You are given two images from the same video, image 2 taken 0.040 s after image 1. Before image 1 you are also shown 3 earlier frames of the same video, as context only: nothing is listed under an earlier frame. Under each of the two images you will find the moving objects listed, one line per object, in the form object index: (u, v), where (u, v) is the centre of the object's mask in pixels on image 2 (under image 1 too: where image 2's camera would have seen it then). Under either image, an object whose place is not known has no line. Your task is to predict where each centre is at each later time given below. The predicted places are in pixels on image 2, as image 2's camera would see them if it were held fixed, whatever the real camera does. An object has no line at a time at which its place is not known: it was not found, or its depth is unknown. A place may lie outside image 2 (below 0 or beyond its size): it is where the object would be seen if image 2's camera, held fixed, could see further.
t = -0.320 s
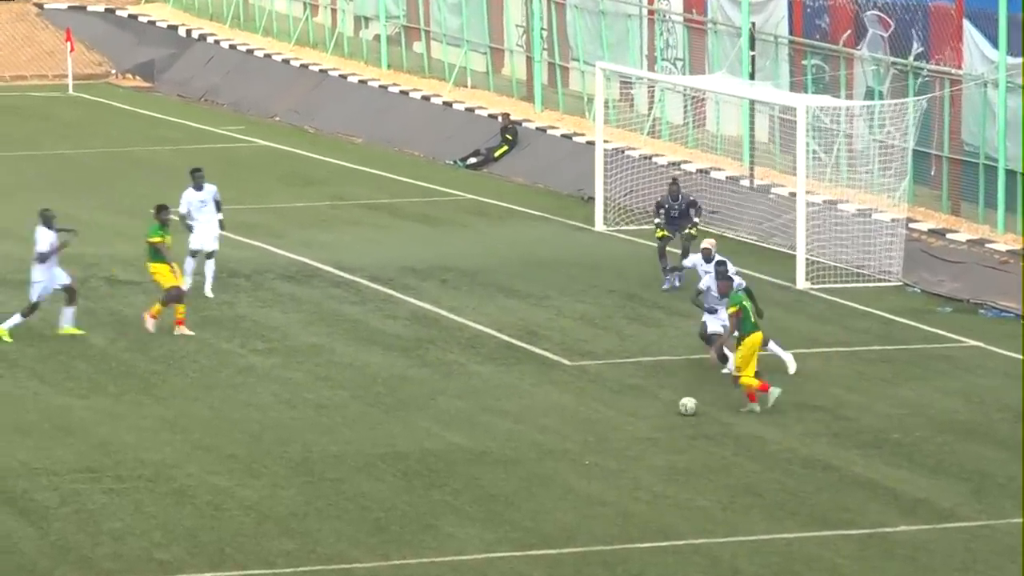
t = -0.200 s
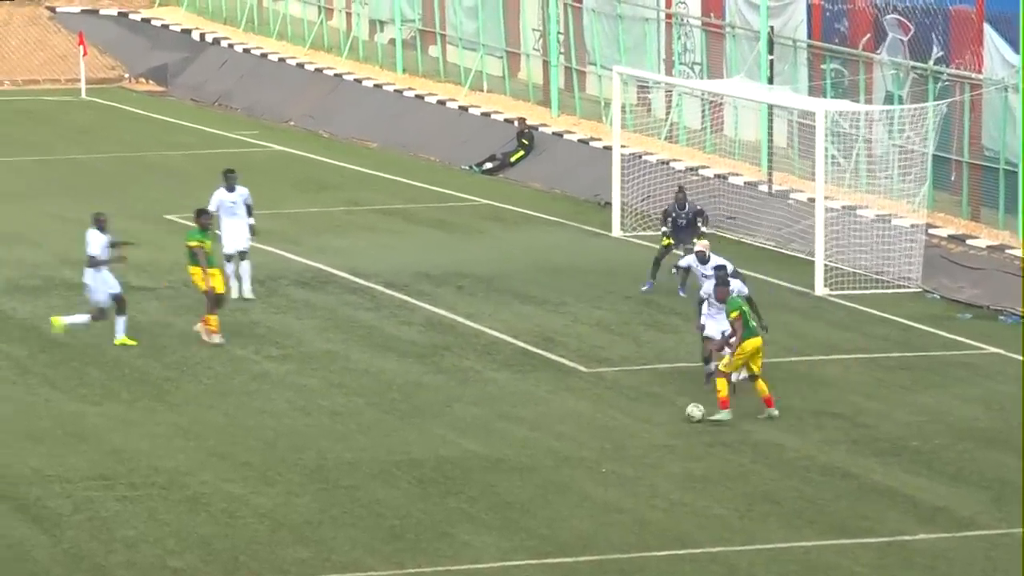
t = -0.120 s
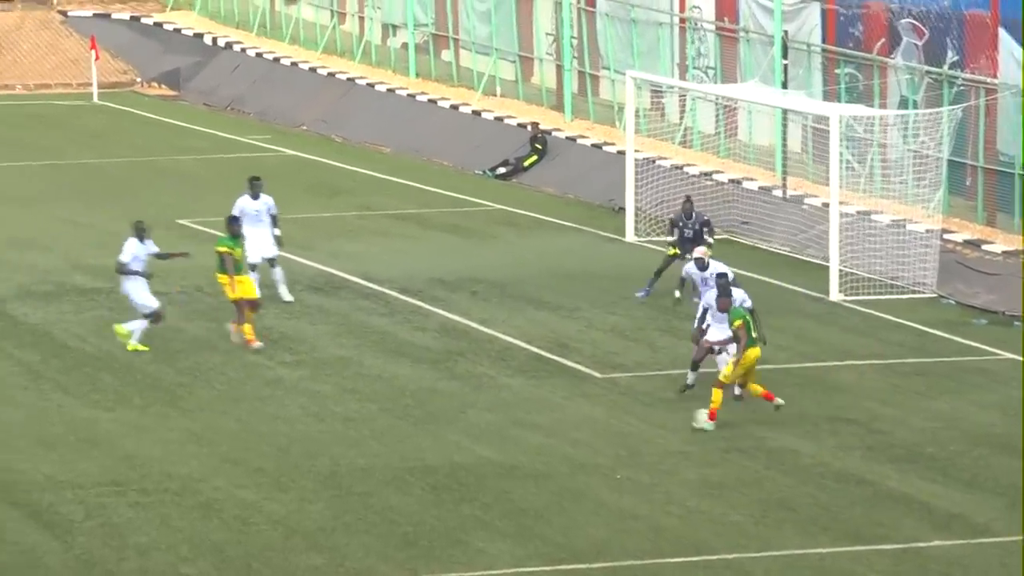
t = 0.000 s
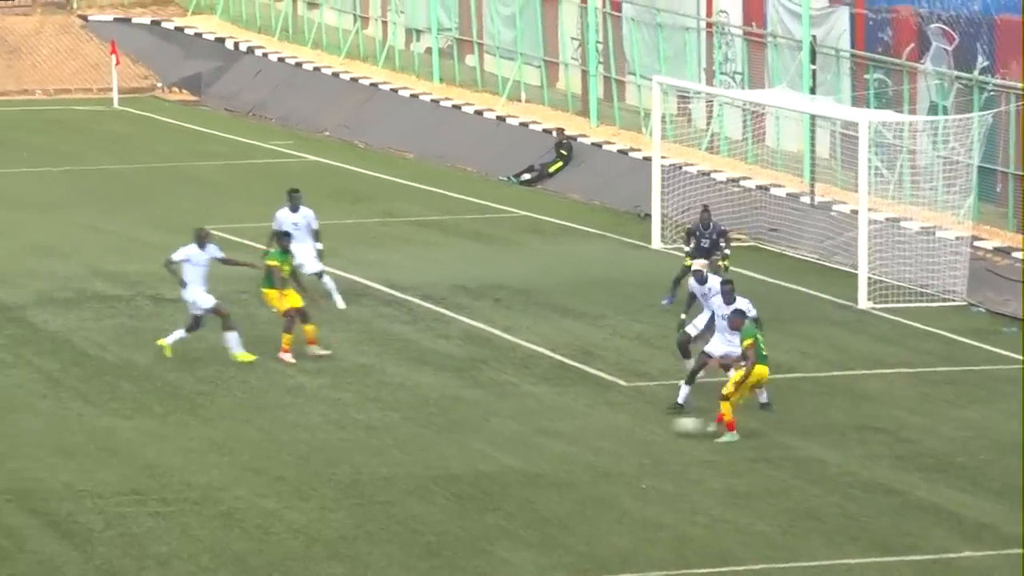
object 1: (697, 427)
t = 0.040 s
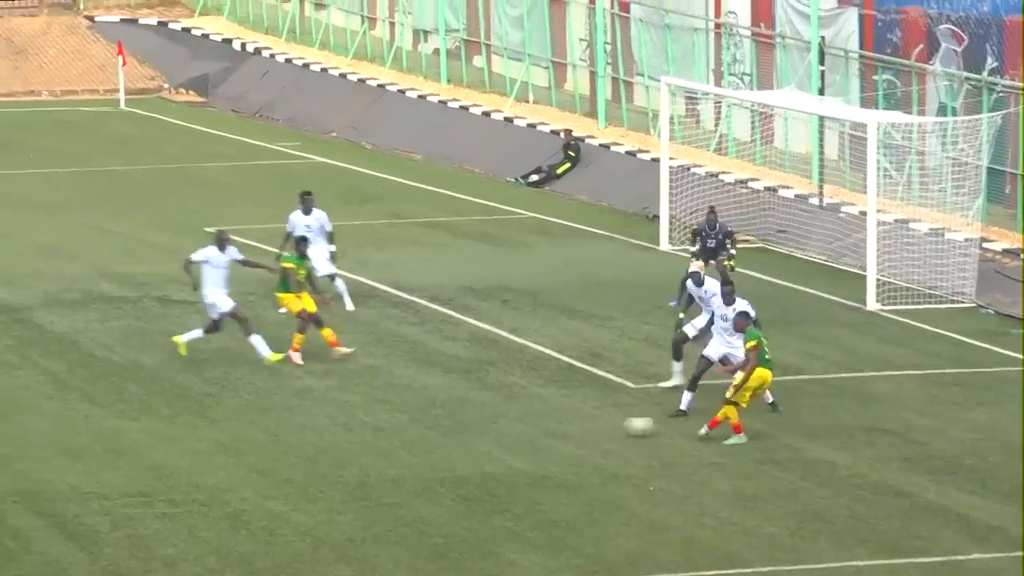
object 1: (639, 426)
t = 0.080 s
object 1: (583, 424)
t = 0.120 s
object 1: (530, 424)
